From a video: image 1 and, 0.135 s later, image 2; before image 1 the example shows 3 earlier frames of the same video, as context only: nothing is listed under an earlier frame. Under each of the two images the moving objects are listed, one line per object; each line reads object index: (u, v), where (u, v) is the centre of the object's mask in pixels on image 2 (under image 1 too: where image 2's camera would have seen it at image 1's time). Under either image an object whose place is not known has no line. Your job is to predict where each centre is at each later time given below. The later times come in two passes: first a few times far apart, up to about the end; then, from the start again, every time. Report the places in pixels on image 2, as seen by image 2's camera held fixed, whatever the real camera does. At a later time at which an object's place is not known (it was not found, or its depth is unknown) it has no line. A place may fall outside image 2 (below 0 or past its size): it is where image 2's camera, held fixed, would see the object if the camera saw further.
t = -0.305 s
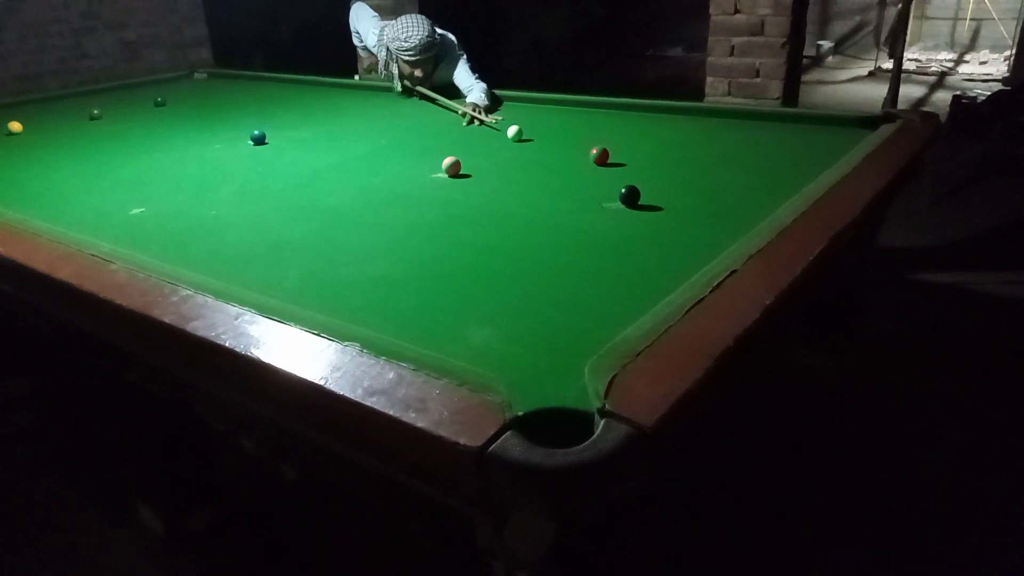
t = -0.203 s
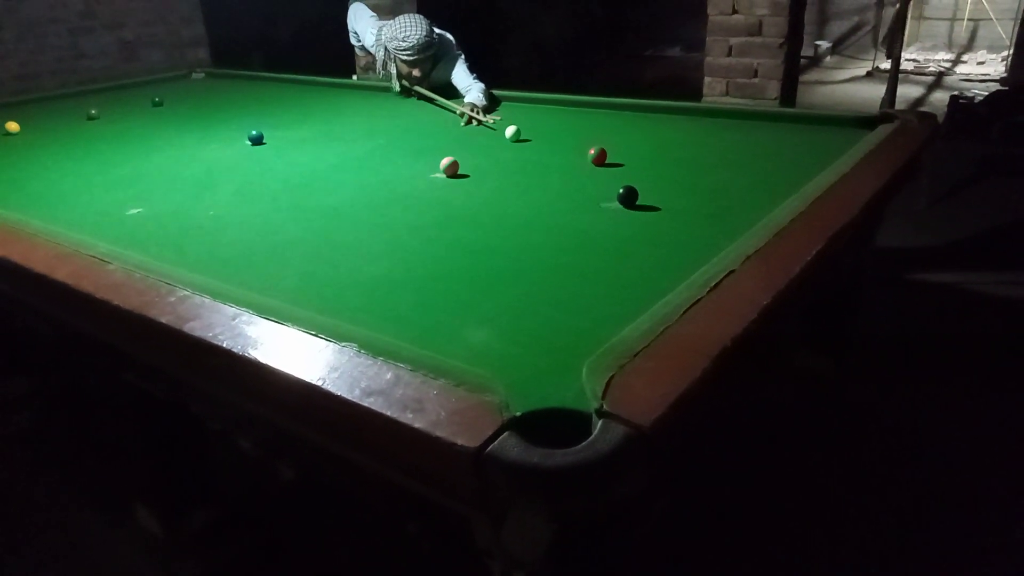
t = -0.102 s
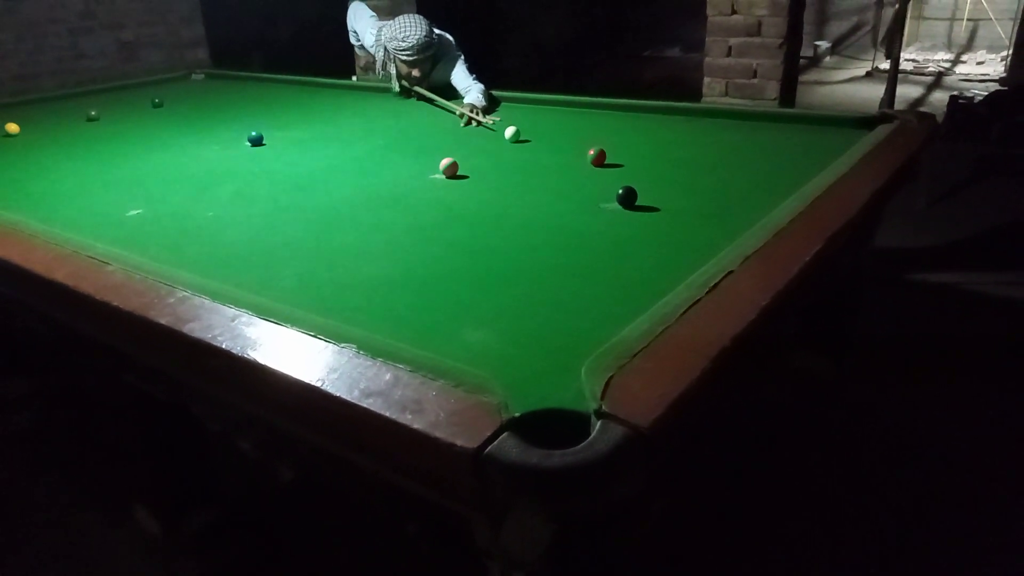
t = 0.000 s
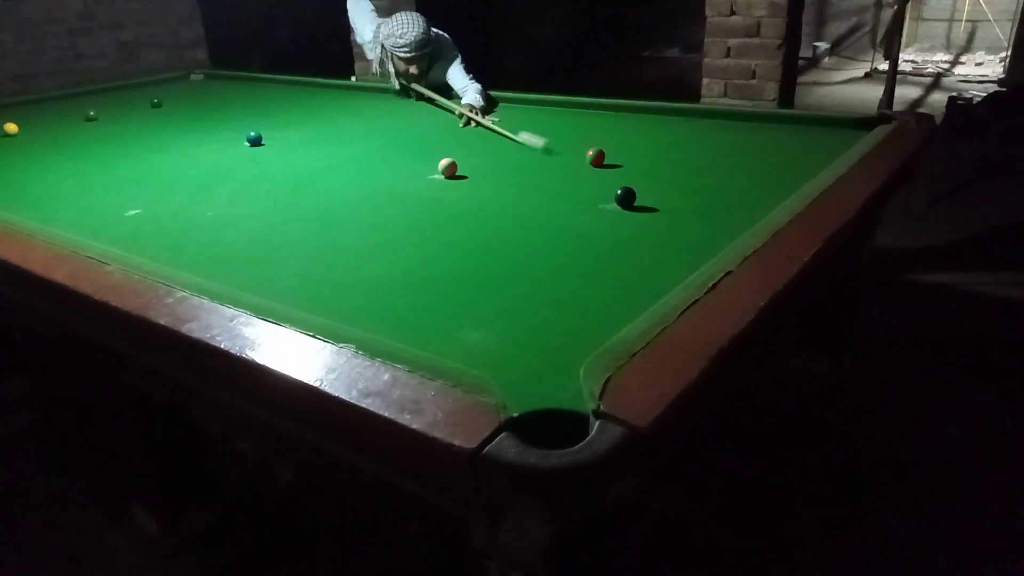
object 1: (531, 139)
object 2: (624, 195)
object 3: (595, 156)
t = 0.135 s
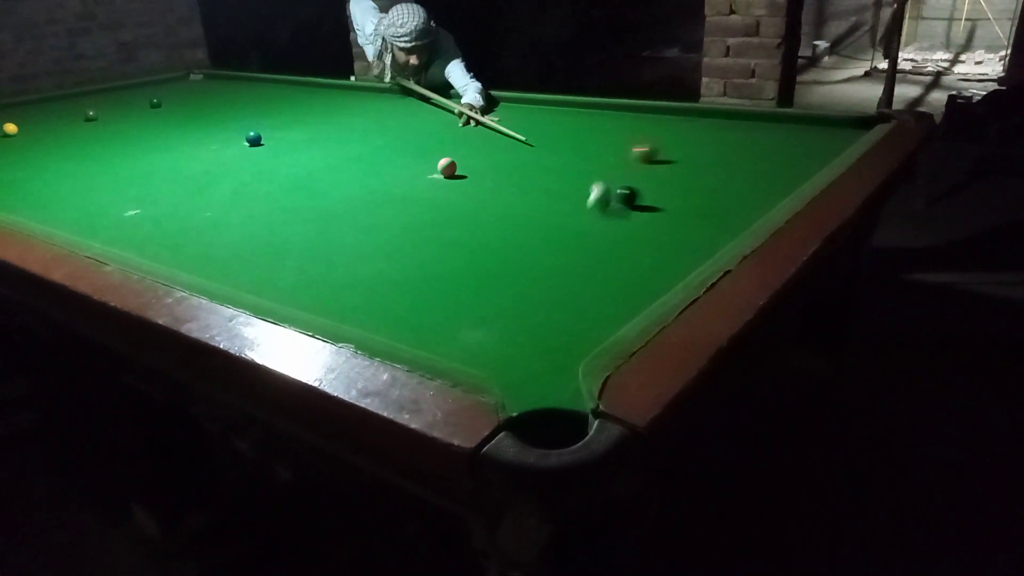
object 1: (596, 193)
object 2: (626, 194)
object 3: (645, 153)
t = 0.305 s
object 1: (531, 308)
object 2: (710, 199)
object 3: (724, 148)
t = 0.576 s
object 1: (565, 329)
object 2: (742, 197)
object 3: (846, 138)
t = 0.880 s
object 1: (556, 269)
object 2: (673, 185)
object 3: (812, 127)
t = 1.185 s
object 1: (553, 227)
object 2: (618, 176)
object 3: (771, 119)
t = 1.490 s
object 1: (551, 196)
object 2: (575, 168)
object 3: (726, 119)
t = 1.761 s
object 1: (550, 175)
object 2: (542, 161)
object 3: (689, 120)
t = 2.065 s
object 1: (551, 156)
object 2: (513, 156)
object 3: (650, 122)
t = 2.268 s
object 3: (627, 121)
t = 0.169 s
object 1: (586, 211)
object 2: (645, 195)
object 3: (662, 152)
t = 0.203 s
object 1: (575, 231)
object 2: (662, 196)
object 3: (678, 151)
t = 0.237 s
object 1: (562, 253)
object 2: (679, 197)
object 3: (694, 150)
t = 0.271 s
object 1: (547, 279)
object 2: (694, 199)
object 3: (709, 149)
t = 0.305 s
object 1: (531, 308)
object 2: (710, 199)
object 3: (724, 148)
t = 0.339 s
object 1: (510, 344)
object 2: (725, 200)
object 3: (740, 147)
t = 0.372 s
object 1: (500, 371)
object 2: (741, 200)
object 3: (755, 146)
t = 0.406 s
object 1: (530, 368)
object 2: (756, 201)
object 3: (770, 144)
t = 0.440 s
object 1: (561, 361)
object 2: (771, 201)
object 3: (783, 144)
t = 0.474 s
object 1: (568, 355)
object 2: (767, 200)
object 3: (799, 143)
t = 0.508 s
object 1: (568, 346)
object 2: (759, 199)
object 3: (812, 142)
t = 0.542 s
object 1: (566, 337)
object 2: (750, 198)
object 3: (827, 141)
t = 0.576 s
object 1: (565, 329)
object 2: (742, 197)
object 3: (846, 138)
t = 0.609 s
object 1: (564, 321)
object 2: (733, 195)
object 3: (854, 136)
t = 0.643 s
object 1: (563, 313)
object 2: (725, 194)
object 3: (848, 136)
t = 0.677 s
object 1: (562, 306)
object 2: (718, 193)
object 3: (845, 136)
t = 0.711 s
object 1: (560, 299)
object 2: (710, 191)
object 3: (838, 134)
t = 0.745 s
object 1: (559, 293)
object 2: (702, 190)
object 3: (832, 132)
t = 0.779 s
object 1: (559, 286)
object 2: (694, 189)
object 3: (827, 131)
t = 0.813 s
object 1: (558, 280)
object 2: (687, 187)
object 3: (823, 129)
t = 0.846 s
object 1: (557, 274)
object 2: (681, 186)
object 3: (817, 128)
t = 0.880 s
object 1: (556, 269)
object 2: (673, 185)
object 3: (812, 127)
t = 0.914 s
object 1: (556, 263)
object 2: (666, 184)
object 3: (807, 126)
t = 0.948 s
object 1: (555, 259)
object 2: (660, 183)
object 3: (803, 124)
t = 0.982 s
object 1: (555, 253)
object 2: (654, 182)
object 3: (798, 124)
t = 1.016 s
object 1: (554, 249)
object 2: (647, 180)
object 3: (793, 122)
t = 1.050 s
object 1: (554, 244)
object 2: (641, 180)
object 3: (789, 121)
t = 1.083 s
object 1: (554, 240)
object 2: (635, 179)
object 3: (784, 120)
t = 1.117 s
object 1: (553, 235)
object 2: (629, 178)
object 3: (782, 119)
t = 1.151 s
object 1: (553, 231)
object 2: (624, 177)
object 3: (777, 119)
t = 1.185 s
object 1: (553, 227)
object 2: (618, 176)
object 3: (771, 119)
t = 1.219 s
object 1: (552, 223)
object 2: (613, 175)
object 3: (766, 119)
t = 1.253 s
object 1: (552, 219)
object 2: (607, 174)
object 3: (760, 119)
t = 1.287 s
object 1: (552, 216)
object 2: (603, 173)
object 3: (755, 119)
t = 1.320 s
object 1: (552, 212)
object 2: (598, 172)
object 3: (750, 119)
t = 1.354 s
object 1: (552, 209)
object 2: (593, 171)
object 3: (745, 119)
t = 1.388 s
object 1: (551, 205)
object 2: (588, 170)
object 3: (740, 119)
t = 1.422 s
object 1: (551, 202)
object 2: (584, 170)
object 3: (734, 119)
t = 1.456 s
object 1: (551, 199)
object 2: (579, 169)
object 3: (730, 119)
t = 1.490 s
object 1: (551, 196)
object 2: (575, 168)
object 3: (726, 119)
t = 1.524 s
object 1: (551, 193)
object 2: (570, 167)
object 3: (721, 119)
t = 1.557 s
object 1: (551, 191)
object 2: (566, 166)
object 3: (716, 120)
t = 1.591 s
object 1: (550, 188)
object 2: (562, 166)
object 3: (711, 120)
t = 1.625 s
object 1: (551, 185)
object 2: (558, 165)
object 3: (707, 120)
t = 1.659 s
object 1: (550, 182)
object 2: (554, 163)
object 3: (702, 120)
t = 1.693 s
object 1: (550, 180)
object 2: (549, 162)
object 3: (697, 120)
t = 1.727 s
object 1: (550, 178)
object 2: (545, 161)
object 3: (692, 120)
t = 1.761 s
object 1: (550, 175)
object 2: (542, 161)
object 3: (689, 120)
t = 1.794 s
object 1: (550, 173)
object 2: (538, 161)
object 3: (684, 120)
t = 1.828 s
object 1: (550, 171)
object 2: (535, 160)
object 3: (679, 121)
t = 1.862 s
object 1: (550, 168)
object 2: (531, 160)
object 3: (675, 121)
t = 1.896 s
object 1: (550, 166)
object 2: (528, 159)
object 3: (670, 121)
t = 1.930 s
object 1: (550, 164)
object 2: (525, 158)
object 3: (666, 121)
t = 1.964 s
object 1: (550, 162)
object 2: (522, 158)
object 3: (663, 121)
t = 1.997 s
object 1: (551, 160)
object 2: (519, 157)
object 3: (659, 121)
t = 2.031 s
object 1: (551, 158)
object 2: (516, 156)
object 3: (655, 121)
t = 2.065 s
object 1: (551, 156)
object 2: (513, 156)
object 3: (650, 122)
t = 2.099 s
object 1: (551, 154)
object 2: (510, 155)
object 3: (646, 121)
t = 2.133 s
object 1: (552, 152)
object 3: (642, 121)
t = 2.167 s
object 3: (638, 122)
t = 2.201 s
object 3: (635, 122)
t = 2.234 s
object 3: (631, 122)
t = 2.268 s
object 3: (627, 121)
